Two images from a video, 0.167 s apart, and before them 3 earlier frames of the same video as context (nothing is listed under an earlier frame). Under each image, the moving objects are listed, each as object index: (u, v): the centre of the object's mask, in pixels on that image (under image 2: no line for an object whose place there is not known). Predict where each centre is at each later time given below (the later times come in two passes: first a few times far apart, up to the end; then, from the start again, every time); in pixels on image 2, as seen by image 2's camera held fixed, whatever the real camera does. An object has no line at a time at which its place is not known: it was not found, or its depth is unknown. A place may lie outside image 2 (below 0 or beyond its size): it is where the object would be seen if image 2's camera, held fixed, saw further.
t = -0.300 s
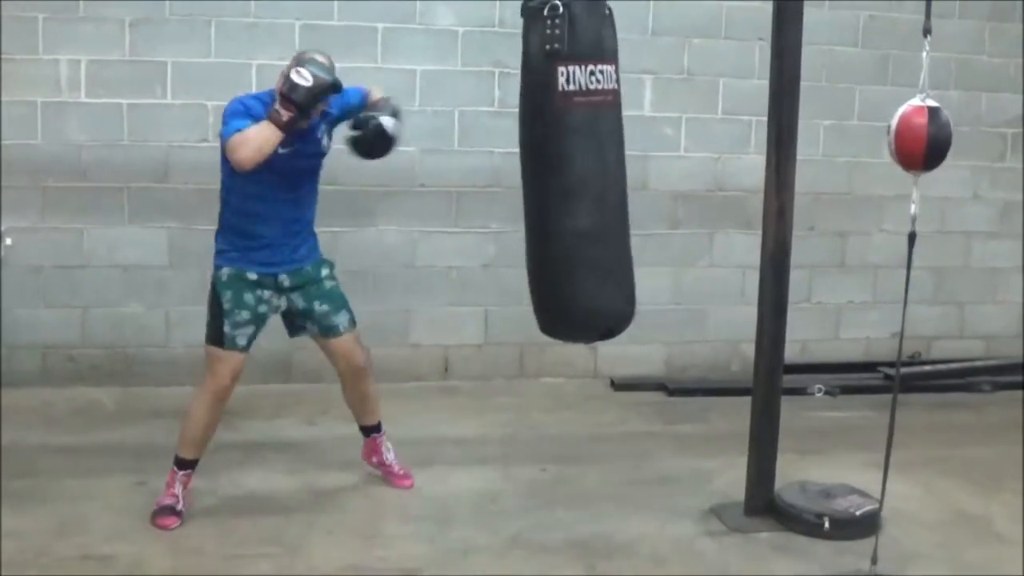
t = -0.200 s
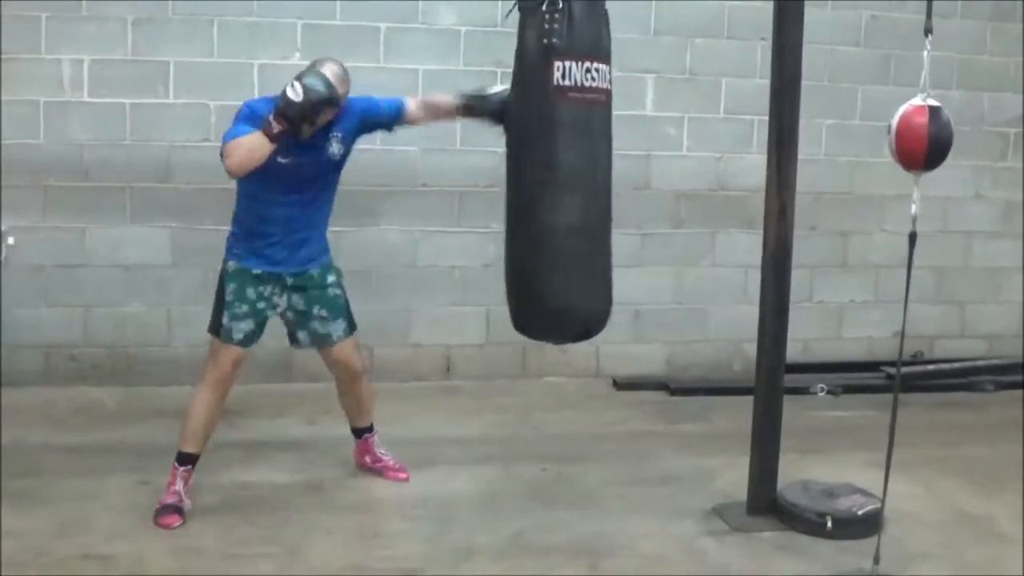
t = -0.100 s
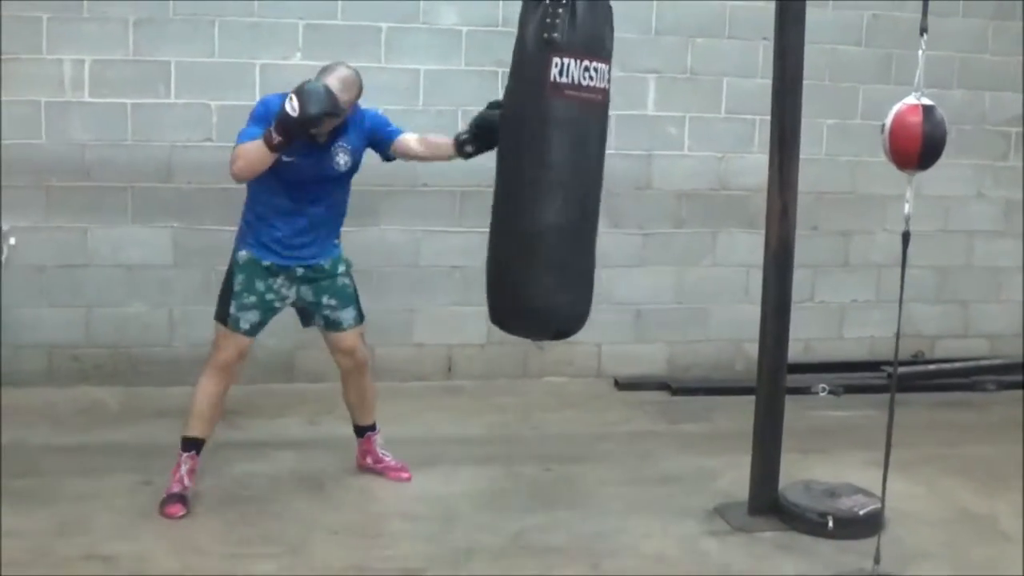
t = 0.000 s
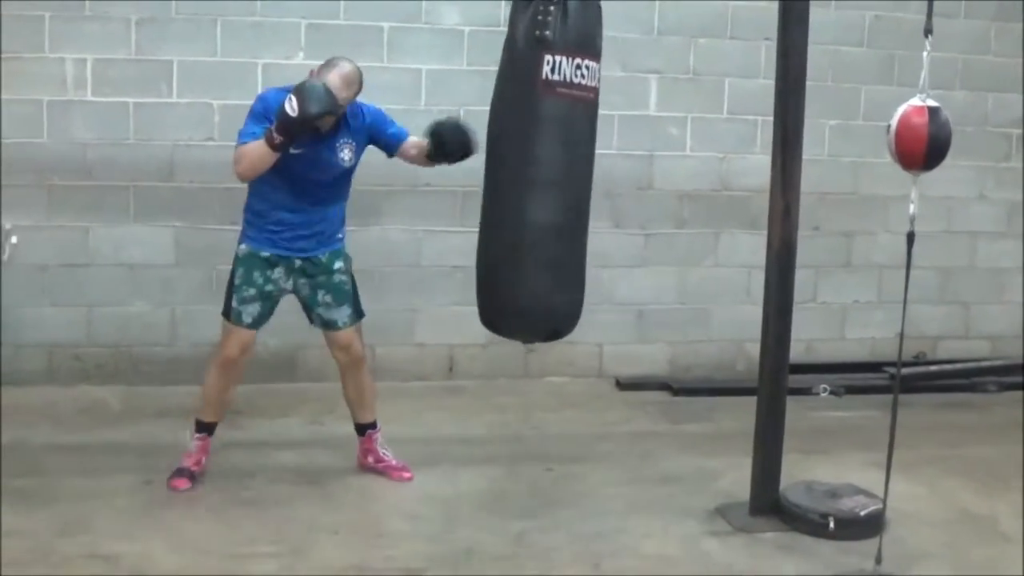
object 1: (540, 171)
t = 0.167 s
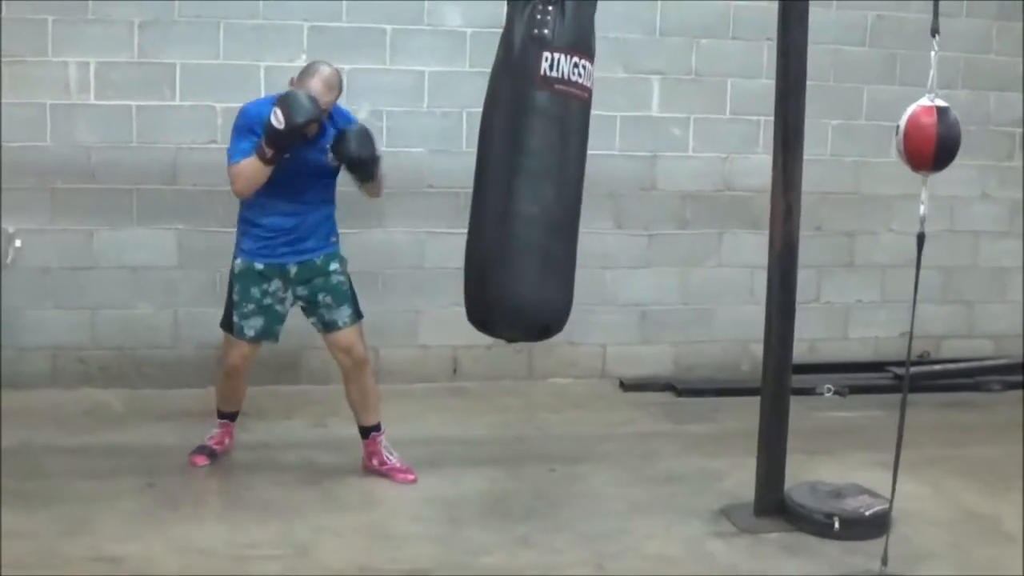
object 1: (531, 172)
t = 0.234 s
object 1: (527, 171)
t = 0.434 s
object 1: (526, 170)
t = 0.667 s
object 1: (544, 166)
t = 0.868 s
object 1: (559, 162)
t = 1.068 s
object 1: (580, 155)
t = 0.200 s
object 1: (529, 171)
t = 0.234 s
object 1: (527, 171)
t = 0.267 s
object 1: (526, 170)
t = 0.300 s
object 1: (526, 170)
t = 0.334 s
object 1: (526, 169)
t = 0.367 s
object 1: (526, 170)
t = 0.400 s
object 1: (526, 170)
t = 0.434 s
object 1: (526, 170)
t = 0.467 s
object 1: (527, 169)
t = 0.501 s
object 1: (527, 169)
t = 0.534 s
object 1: (529, 169)
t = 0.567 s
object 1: (532, 169)
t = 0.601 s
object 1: (536, 168)
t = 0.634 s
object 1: (540, 167)
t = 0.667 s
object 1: (544, 166)
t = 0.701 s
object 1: (547, 166)
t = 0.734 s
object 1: (549, 166)
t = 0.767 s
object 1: (550, 165)
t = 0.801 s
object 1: (552, 163)
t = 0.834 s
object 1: (556, 163)
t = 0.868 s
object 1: (559, 162)
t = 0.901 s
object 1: (564, 162)
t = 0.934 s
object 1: (569, 162)
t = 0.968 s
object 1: (573, 160)
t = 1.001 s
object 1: (576, 158)
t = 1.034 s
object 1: (579, 156)
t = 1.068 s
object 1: (580, 155)
